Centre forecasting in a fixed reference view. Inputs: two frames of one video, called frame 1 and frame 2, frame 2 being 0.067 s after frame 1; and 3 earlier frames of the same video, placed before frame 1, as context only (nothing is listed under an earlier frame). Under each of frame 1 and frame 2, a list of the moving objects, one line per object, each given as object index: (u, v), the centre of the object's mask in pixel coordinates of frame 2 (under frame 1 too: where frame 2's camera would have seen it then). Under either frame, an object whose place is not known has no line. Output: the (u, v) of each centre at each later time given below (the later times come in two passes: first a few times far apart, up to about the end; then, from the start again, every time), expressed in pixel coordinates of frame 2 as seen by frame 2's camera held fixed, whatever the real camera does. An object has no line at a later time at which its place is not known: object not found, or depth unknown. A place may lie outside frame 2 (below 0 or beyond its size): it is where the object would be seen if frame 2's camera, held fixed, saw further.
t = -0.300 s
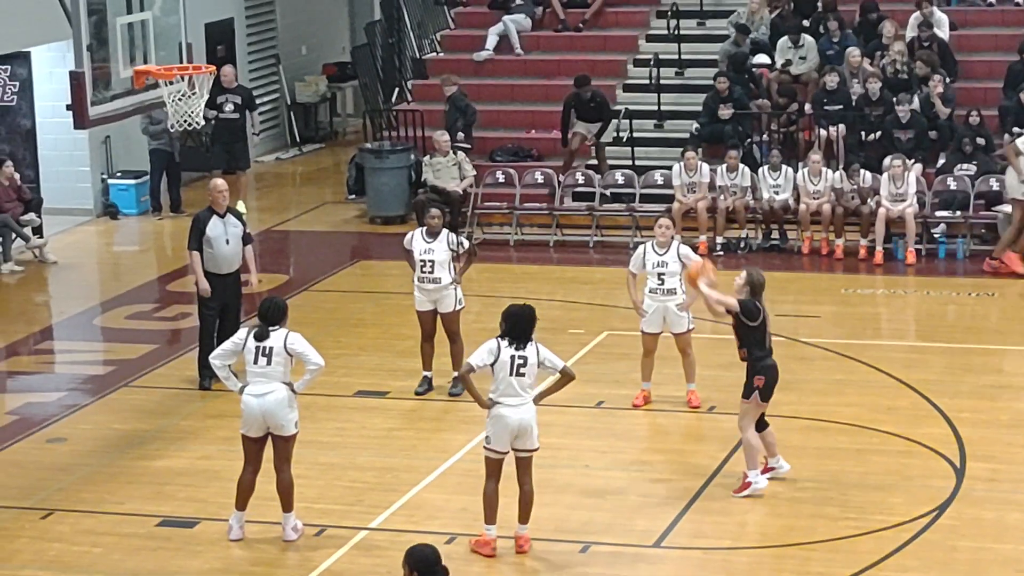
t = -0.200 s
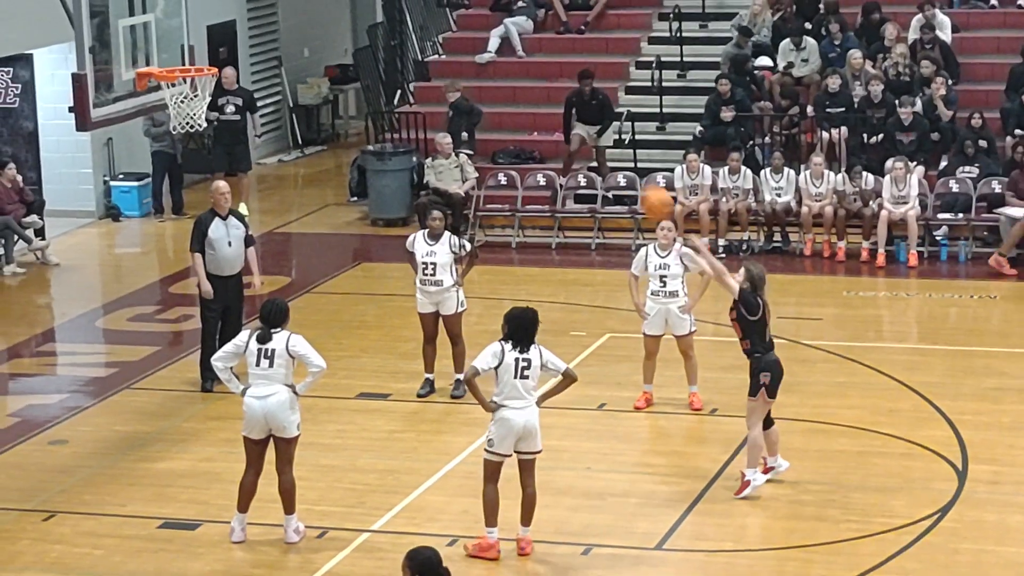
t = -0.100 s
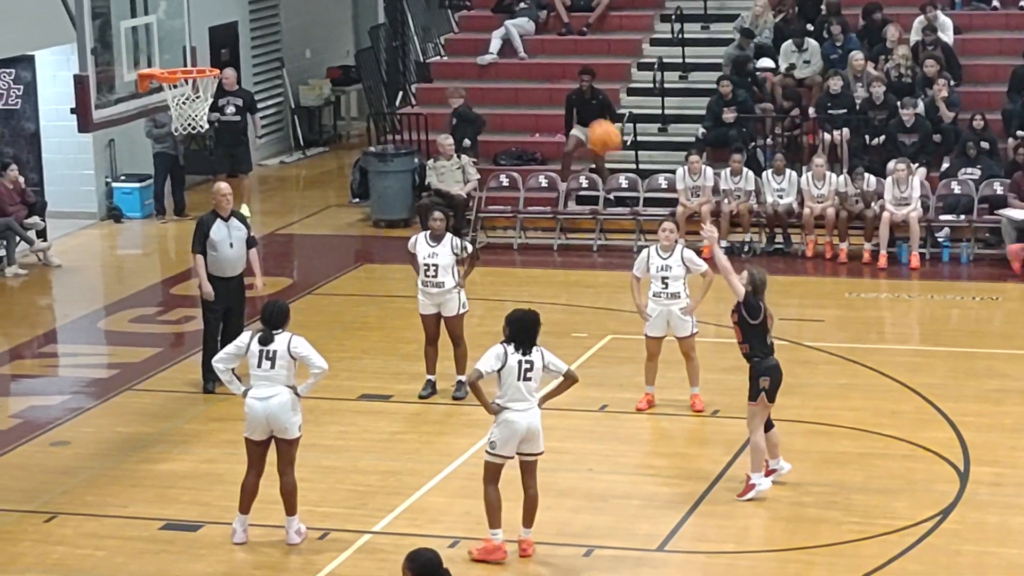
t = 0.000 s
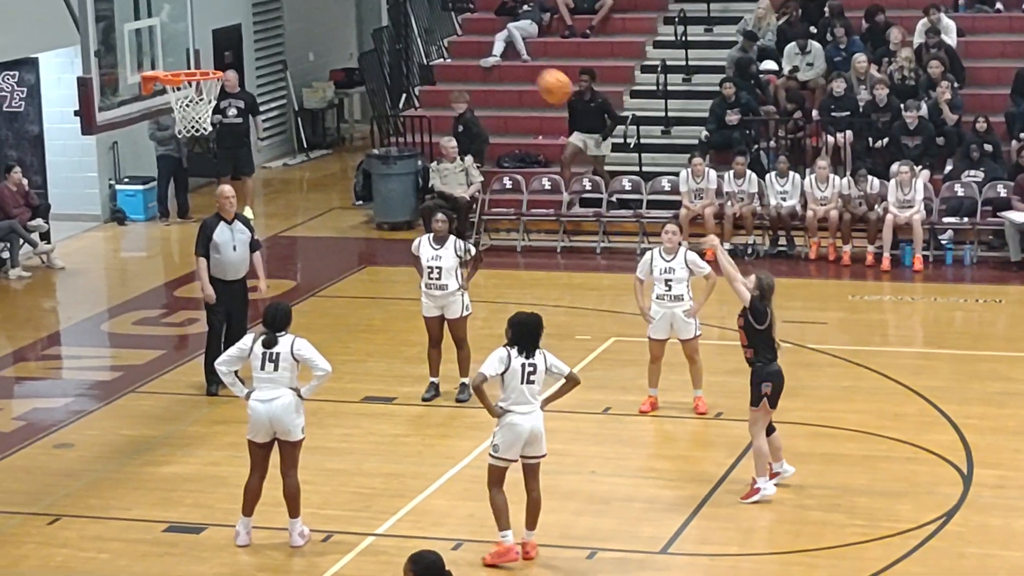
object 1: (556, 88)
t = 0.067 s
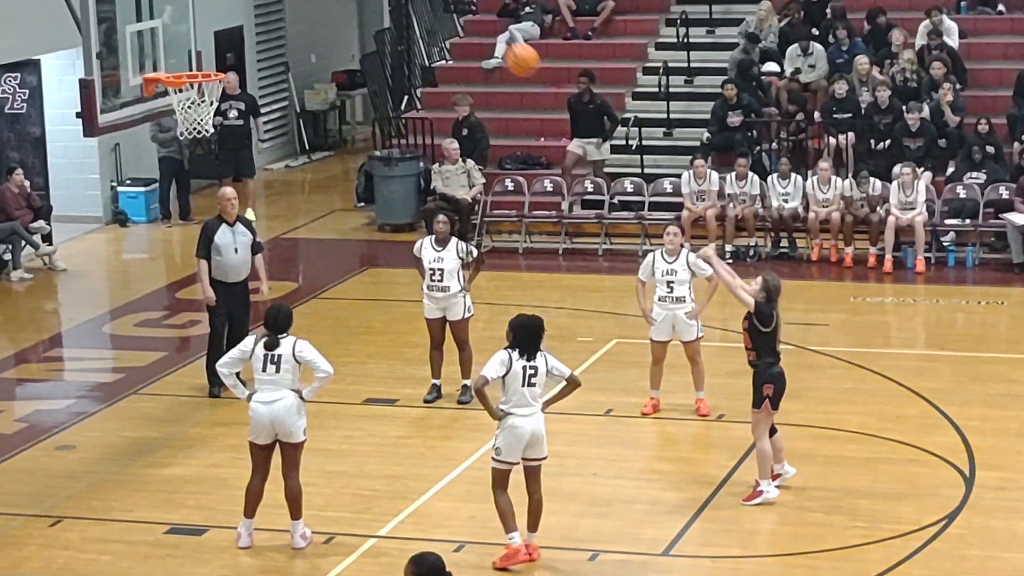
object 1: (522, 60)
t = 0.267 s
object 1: (421, 8)
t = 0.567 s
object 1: (279, 26)
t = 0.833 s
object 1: (244, 33)
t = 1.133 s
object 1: (288, 48)
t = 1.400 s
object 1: (331, 153)
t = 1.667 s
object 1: (373, 340)
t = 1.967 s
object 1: (386, 319)
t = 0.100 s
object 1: (504, 47)
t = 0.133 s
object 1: (486, 36)
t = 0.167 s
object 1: (470, 26)
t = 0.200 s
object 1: (454, 19)
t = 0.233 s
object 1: (437, 13)
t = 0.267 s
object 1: (421, 8)
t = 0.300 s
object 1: (404, 6)
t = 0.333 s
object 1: (388, 4)
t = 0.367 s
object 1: (372, 3)
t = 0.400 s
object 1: (356, 3)
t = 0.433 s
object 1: (341, 4)
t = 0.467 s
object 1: (325, 8)
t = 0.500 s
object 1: (309, 13)
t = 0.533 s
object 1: (294, 18)
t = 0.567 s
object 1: (279, 26)
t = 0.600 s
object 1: (264, 35)
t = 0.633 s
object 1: (248, 46)
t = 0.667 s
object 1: (233, 58)
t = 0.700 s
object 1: (228, 62)
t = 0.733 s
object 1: (231, 53)
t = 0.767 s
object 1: (235, 45)
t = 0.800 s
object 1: (240, 38)
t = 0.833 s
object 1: (244, 33)
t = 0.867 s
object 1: (248, 29)
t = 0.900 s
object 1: (253, 27)
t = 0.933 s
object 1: (259, 26)
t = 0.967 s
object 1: (263, 26)
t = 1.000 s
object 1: (268, 28)
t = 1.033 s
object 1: (272, 31)
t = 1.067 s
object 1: (278, 35)
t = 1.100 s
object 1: (283, 41)
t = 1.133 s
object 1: (288, 48)
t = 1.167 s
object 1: (293, 56)
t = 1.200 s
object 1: (298, 66)
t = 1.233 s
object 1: (303, 77)
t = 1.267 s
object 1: (309, 89)
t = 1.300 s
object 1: (314, 104)
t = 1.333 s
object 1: (320, 119)
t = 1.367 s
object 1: (325, 135)
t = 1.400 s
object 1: (331, 153)
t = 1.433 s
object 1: (336, 173)
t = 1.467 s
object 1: (342, 193)
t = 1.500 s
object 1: (347, 214)
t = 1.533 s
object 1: (352, 238)
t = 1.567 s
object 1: (357, 260)
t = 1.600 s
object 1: (363, 286)
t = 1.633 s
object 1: (367, 312)
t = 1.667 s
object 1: (373, 340)
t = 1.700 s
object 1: (379, 369)
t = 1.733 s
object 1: (384, 400)
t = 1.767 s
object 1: (390, 431)
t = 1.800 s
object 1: (391, 429)
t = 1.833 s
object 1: (390, 404)
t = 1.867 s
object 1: (389, 381)
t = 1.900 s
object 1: (388, 359)
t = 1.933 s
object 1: (386, 338)
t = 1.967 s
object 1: (386, 319)
